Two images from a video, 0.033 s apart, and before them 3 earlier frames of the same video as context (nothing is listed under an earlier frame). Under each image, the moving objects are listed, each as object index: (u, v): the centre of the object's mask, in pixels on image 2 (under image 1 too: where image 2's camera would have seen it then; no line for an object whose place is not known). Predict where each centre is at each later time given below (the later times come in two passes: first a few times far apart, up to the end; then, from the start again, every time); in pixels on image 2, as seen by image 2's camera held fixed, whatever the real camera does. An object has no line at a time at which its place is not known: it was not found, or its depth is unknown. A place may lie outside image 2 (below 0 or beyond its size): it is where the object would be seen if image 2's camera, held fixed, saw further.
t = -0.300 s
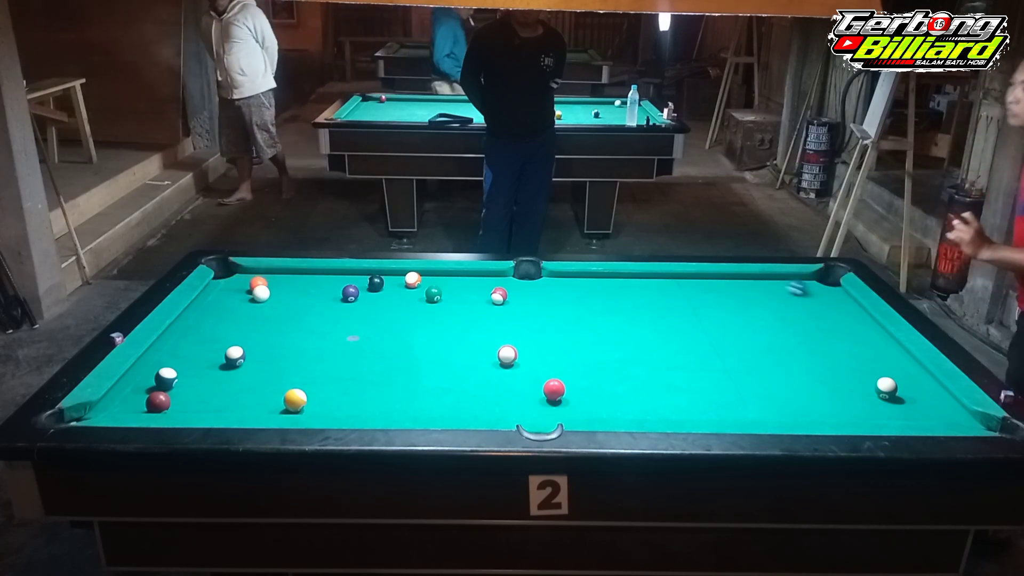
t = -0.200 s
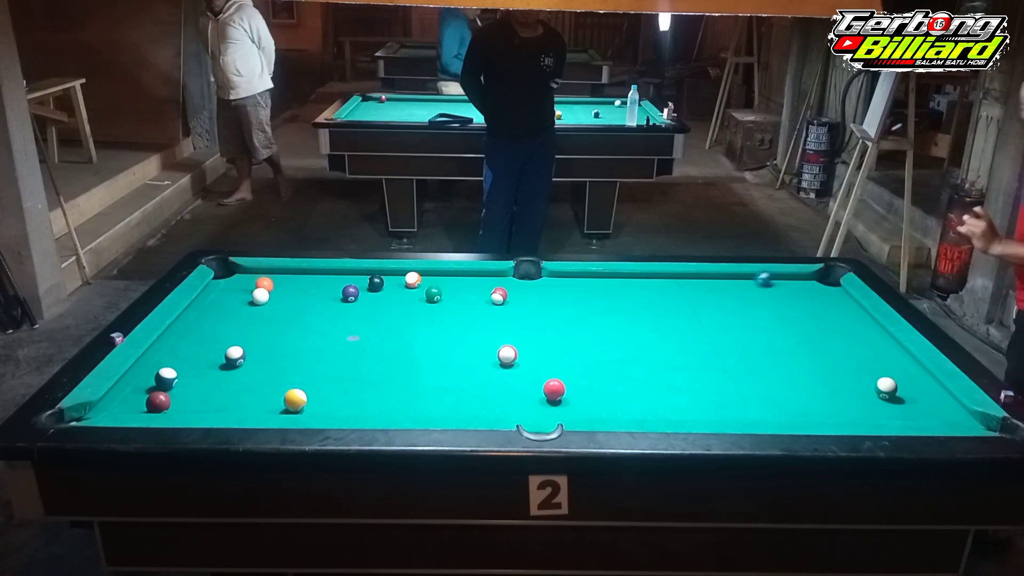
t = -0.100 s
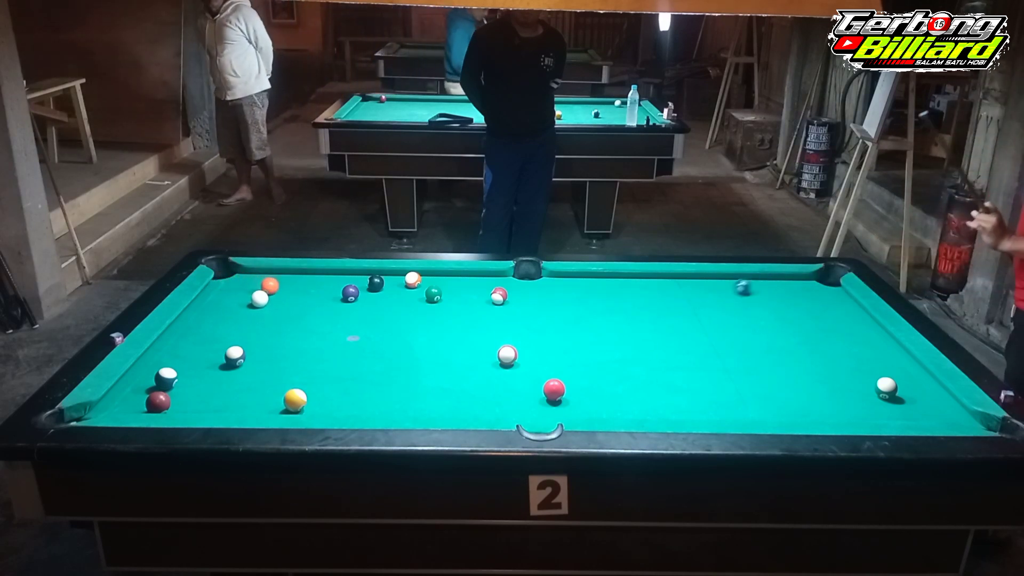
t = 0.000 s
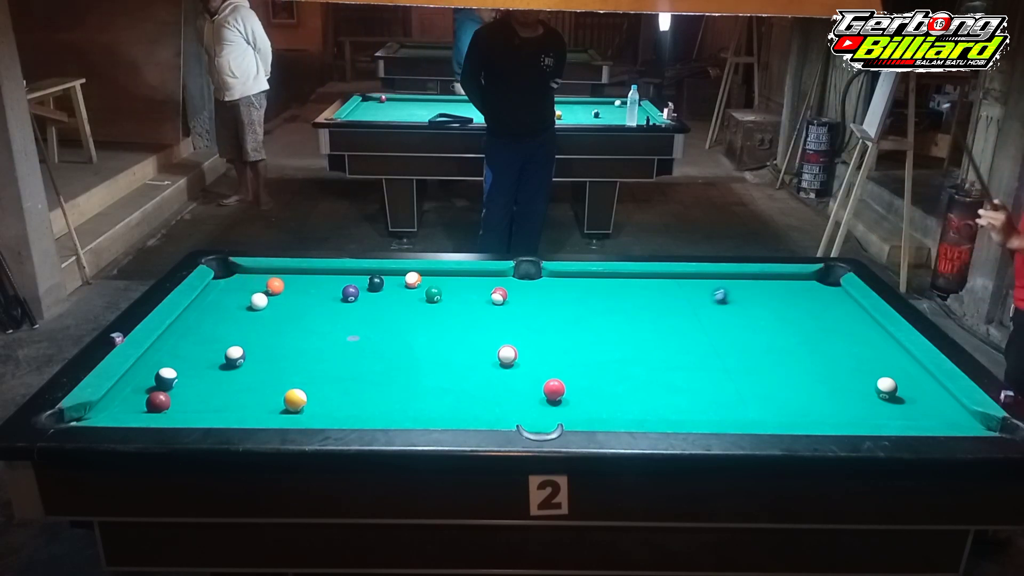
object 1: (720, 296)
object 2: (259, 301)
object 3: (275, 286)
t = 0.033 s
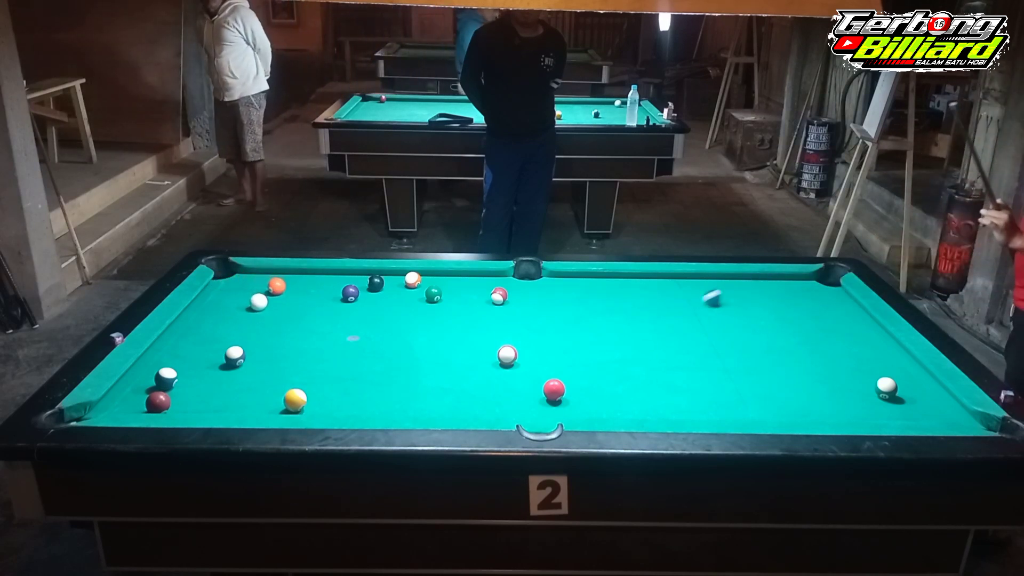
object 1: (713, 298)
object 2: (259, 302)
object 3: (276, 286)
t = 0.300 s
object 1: (648, 323)
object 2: (256, 308)
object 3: (288, 287)
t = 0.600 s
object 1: (567, 352)
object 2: (254, 313)
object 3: (297, 287)
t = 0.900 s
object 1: (474, 388)
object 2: (251, 316)
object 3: (303, 287)
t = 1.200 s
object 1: (384, 406)
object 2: (248, 318)
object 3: (305, 287)
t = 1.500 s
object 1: (343, 390)
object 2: (248, 318)
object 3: (304, 287)
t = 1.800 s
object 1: (308, 372)
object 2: (248, 318)
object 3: (305, 287)
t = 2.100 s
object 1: (279, 357)
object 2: (248, 318)
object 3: (304, 287)
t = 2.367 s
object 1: (258, 344)
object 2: (248, 318)
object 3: (304, 287)
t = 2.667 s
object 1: (235, 333)
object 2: (248, 318)
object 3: (304, 287)
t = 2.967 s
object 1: (217, 323)
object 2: (248, 318)
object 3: (305, 287)
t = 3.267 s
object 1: (201, 314)
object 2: (248, 318)
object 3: (304, 287)
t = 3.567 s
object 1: (200, 308)
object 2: (248, 318)
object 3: (305, 287)
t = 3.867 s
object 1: (217, 304)
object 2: (248, 318)
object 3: (305, 287)
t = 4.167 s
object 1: (230, 300)
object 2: (248, 318)
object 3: (305, 287)
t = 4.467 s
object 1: (239, 298)
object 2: (248, 318)
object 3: (305, 287)
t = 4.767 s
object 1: (245, 295)
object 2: (248, 318)
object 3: (305, 287)
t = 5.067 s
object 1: (247, 293)
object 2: (248, 318)
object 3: (305, 287)
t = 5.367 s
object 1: (249, 292)
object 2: (248, 318)
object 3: (305, 287)
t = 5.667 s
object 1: (249, 292)
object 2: (248, 318)
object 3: (305, 287)
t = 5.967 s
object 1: (249, 292)
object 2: (248, 318)
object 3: (305, 287)
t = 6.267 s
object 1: (249, 292)
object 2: (248, 318)
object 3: (305, 287)
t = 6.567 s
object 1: (249, 292)
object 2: (248, 318)
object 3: (305, 287)
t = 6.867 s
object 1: (249, 292)
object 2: (248, 318)
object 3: (305, 287)
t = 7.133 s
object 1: (249, 292)
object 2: (248, 318)
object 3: (305, 287)
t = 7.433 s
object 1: (249, 292)
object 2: (248, 318)
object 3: (305, 287)
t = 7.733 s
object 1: (249, 292)
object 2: (248, 318)
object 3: (305, 287)
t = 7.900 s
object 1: (249, 292)
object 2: (248, 318)
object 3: (305, 287)
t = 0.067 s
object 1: (705, 302)
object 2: (258, 303)
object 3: (278, 286)
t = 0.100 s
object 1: (697, 305)
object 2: (258, 304)
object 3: (280, 286)
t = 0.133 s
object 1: (690, 307)
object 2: (258, 304)
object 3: (281, 286)
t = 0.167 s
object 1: (681, 311)
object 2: (258, 305)
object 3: (283, 286)
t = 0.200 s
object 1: (674, 314)
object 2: (257, 306)
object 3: (284, 286)
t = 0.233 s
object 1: (665, 317)
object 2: (257, 306)
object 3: (285, 287)
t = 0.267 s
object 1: (656, 320)
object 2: (257, 307)
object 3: (287, 287)
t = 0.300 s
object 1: (648, 323)
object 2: (256, 308)
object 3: (288, 287)
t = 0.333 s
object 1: (639, 326)
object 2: (256, 308)
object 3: (289, 287)
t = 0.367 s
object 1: (631, 328)
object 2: (256, 309)
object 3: (290, 287)
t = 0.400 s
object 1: (622, 332)
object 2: (256, 310)
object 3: (291, 287)
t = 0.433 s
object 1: (614, 336)
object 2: (255, 310)
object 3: (293, 287)
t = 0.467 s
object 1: (604, 339)
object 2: (255, 311)
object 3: (294, 287)
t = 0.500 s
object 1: (594, 342)
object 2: (255, 311)
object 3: (294, 287)
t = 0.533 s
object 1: (586, 346)
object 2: (255, 312)
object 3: (295, 287)
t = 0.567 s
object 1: (576, 350)
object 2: (254, 312)
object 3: (296, 287)
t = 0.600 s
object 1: (567, 352)
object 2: (254, 313)
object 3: (297, 287)
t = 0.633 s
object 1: (557, 356)
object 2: (254, 313)
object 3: (298, 287)
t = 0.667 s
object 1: (548, 360)
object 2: (253, 314)
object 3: (299, 287)
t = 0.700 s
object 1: (537, 363)
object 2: (253, 314)
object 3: (299, 287)
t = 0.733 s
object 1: (527, 367)
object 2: (253, 314)
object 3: (300, 287)
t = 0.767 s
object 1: (517, 371)
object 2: (252, 315)
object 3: (301, 287)
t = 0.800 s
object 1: (507, 374)
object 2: (252, 315)
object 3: (301, 287)
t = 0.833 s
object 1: (496, 379)
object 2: (251, 316)
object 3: (302, 287)
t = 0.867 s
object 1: (484, 383)
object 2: (251, 316)
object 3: (302, 287)
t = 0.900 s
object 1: (474, 388)
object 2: (251, 316)
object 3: (303, 287)
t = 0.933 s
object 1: (463, 392)
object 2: (251, 316)
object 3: (303, 287)
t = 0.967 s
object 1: (451, 396)
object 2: (250, 317)
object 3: (303, 287)
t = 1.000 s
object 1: (439, 401)
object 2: (250, 317)
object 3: (304, 287)
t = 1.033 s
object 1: (428, 403)
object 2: (249, 317)
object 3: (304, 287)
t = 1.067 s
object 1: (416, 406)
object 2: (249, 317)
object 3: (304, 287)
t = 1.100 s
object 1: (403, 408)
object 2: (249, 317)
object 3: (304, 287)
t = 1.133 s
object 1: (394, 408)
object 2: (249, 318)
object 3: (304, 287)
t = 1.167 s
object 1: (389, 407)
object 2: (248, 318)
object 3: (304, 287)
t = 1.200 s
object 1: (384, 406)
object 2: (248, 318)
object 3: (305, 287)
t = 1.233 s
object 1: (379, 405)
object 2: (248, 318)
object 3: (305, 287)
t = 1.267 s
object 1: (374, 404)
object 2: (248, 318)
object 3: (305, 287)
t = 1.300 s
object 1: (369, 403)
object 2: (248, 318)
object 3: (305, 287)
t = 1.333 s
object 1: (365, 401)
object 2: (247, 318)
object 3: (305, 287)
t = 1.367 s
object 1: (360, 399)
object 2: (247, 318)
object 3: (305, 287)
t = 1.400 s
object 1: (355, 396)
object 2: (247, 318)
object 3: (304, 287)
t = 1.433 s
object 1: (351, 393)
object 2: (247, 318)
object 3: (305, 287)
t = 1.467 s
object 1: (347, 391)
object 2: (247, 318)
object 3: (304, 287)
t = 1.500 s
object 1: (343, 390)
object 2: (248, 318)
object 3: (304, 287)
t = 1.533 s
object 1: (339, 388)
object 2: (248, 318)
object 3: (305, 287)
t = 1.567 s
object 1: (335, 386)
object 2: (248, 318)
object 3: (305, 287)
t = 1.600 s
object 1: (331, 384)
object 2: (248, 318)
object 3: (305, 287)
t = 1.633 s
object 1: (327, 382)
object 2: (248, 318)
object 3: (305, 287)
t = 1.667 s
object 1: (323, 380)
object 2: (248, 318)
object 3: (304, 287)
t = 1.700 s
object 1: (319, 377)
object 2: (248, 318)
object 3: (304, 287)
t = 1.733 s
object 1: (315, 376)
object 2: (248, 318)
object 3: (304, 287)
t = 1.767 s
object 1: (312, 373)
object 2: (248, 318)
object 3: (304, 287)
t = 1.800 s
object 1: (308, 372)
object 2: (248, 318)
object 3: (305, 287)
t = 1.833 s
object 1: (305, 370)
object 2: (248, 318)
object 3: (305, 287)
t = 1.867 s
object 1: (302, 368)
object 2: (248, 318)
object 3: (305, 287)
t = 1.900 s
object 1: (298, 367)
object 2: (248, 318)
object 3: (305, 287)
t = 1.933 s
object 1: (295, 365)
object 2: (248, 318)
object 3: (305, 287)
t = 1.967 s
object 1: (291, 363)
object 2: (248, 318)
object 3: (304, 287)
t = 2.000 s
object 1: (288, 362)
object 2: (248, 318)
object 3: (304, 287)
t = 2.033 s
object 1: (285, 360)
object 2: (248, 318)
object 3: (305, 287)
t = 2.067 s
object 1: (282, 359)
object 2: (248, 318)
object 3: (304, 287)
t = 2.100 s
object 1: (279, 357)
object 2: (248, 318)
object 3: (304, 287)
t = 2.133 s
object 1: (276, 355)
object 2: (248, 318)
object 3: (304, 287)
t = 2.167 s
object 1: (273, 354)
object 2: (248, 318)
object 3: (305, 287)
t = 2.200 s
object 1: (270, 352)
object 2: (248, 318)
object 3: (305, 287)
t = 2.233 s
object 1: (268, 351)
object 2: (248, 318)
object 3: (305, 287)
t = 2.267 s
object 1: (265, 349)
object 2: (248, 318)
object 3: (305, 287)
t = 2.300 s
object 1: (263, 348)
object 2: (248, 318)
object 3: (305, 287)
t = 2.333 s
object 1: (260, 346)
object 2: (248, 318)
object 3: (305, 287)
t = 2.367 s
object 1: (258, 344)
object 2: (248, 318)
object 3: (304, 287)
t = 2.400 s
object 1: (255, 343)
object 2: (248, 318)
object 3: (305, 287)
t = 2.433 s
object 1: (252, 342)
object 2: (248, 318)
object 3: (304, 287)
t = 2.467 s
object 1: (250, 340)
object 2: (248, 318)
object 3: (305, 287)
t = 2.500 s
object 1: (247, 339)
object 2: (248, 318)
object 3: (305, 287)
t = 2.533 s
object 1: (245, 337)
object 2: (248, 318)
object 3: (305, 287)
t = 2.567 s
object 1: (242, 336)
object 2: (248, 318)
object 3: (305, 287)
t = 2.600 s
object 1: (240, 335)
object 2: (248, 318)
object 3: (305, 287)
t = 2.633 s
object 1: (238, 334)
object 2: (248, 318)
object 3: (305, 287)
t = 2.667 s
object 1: (235, 333)
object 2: (248, 318)
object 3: (304, 287)
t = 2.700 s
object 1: (233, 332)
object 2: (248, 318)
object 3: (304, 287)
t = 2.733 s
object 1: (231, 331)
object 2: (248, 318)
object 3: (305, 287)
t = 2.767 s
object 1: (229, 329)
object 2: (248, 318)
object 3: (305, 287)
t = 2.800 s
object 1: (227, 328)
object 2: (248, 318)
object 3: (305, 287)
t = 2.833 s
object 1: (225, 327)
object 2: (248, 318)
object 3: (305, 287)
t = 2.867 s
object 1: (223, 326)
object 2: (248, 318)
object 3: (305, 287)
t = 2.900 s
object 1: (221, 325)
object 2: (248, 318)
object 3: (305, 287)
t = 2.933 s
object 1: (219, 324)
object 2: (248, 318)
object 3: (305, 287)
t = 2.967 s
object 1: (217, 323)
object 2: (248, 318)
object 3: (305, 287)
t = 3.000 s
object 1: (215, 322)
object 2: (248, 318)
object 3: (304, 287)
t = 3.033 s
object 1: (213, 321)
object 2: (248, 318)
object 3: (305, 287)
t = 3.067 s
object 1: (211, 320)
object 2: (248, 318)
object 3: (305, 287)
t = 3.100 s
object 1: (209, 319)
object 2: (248, 318)
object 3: (305, 287)
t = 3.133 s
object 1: (207, 318)
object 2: (248, 318)
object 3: (305, 287)
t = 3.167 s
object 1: (206, 317)
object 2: (248, 318)
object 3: (305, 287)
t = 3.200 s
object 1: (204, 316)
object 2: (248, 318)
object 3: (305, 287)
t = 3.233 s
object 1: (202, 315)
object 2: (248, 318)
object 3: (305, 287)
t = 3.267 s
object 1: (201, 314)
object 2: (248, 318)
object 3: (304, 287)
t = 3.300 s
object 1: (199, 313)
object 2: (248, 318)
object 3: (304, 287)
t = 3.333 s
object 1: (198, 312)
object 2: (248, 318)
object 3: (305, 287)
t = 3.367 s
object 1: (196, 311)
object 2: (248, 318)
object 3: (305, 287)
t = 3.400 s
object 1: (194, 311)
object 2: (248, 318)
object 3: (305, 287)
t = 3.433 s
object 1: (193, 310)
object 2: (248, 318)
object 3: (305, 287)
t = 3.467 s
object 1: (194, 309)
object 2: (248, 318)
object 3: (305, 287)
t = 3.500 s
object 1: (196, 309)
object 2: (248, 318)
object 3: (305, 287)
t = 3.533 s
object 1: (198, 308)
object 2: (248, 318)
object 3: (305, 287)
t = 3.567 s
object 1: (200, 308)
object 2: (248, 318)
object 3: (305, 287)
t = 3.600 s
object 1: (202, 307)
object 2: (248, 318)
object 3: (305, 287)
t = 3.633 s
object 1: (204, 307)
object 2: (248, 318)
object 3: (305, 287)
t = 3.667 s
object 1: (206, 306)
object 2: (248, 318)
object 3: (305, 287)
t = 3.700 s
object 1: (208, 306)
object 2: (248, 318)
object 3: (305, 287)
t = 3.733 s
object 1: (210, 306)
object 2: (248, 318)
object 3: (305, 287)
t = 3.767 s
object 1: (212, 305)
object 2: (248, 318)
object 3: (305, 287)
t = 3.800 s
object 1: (214, 305)
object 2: (248, 318)
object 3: (305, 287)
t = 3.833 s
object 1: (215, 305)
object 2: (248, 318)
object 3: (305, 287)
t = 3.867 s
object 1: (217, 304)
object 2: (248, 318)
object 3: (305, 287)
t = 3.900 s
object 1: (219, 303)
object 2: (248, 318)
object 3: (305, 287)
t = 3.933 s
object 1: (220, 303)
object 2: (248, 318)
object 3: (305, 287)
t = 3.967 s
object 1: (222, 303)
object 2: (248, 318)
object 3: (305, 287)
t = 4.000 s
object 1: (223, 302)
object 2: (248, 318)
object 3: (305, 287)
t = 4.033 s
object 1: (224, 302)
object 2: (248, 318)
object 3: (305, 287)
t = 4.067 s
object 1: (226, 301)
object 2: (248, 318)
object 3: (305, 287)
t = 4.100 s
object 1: (227, 301)
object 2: (248, 318)
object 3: (305, 287)
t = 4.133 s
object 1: (228, 301)
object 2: (248, 318)
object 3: (305, 287)
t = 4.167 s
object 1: (230, 300)
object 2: (248, 318)
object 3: (305, 287)
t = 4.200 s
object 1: (231, 300)
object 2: (248, 318)
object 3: (305, 287)
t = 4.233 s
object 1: (232, 299)
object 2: (248, 318)
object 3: (305, 287)
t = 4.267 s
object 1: (233, 299)
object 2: (248, 318)
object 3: (305, 287)
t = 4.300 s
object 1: (234, 299)
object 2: (248, 318)
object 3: (305, 287)
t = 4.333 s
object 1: (236, 298)
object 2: (248, 318)
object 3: (305, 287)
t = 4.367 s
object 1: (237, 298)
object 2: (248, 318)
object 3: (305, 287)
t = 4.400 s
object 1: (238, 298)
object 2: (248, 318)
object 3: (305, 287)
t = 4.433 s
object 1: (238, 298)
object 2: (248, 318)
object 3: (305, 287)
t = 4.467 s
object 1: (239, 298)
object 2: (248, 318)
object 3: (305, 287)
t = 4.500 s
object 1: (240, 297)
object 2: (248, 318)
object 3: (305, 287)
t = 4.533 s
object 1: (241, 297)
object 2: (248, 318)
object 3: (305, 287)
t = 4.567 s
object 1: (242, 297)
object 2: (248, 318)
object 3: (305, 287)
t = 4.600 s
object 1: (243, 296)
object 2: (248, 318)
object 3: (305, 287)
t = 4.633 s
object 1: (243, 296)
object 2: (248, 318)
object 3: (305, 287)
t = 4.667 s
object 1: (244, 295)
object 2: (248, 318)
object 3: (305, 287)
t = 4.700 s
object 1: (244, 295)
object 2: (248, 318)
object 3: (305, 287)
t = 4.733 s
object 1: (245, 295)
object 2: (248, 318)
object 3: (305, 287)
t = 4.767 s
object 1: (245, 295)
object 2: (248, 318)
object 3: (305, 287)
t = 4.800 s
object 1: (245, 295)
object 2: (248, 318)
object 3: (305, 287)
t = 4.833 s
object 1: (246, 294)
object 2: (248, 318)
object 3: (305, 287)
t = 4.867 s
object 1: (246, 294)
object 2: (248, 318)
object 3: (305, 287)
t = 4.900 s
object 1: (246, 294)
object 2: (248, 318)
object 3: (305, 287)
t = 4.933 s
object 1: (246, 294)
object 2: (248, 318)
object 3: (305, 287)
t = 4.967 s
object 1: (247, 294)
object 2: (248, 318)
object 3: (305, 287)
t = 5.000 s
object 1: (247, 294)
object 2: (248, 318)
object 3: (305, 287)
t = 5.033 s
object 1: (247, 293)
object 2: (248, 318)
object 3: (305, 287)
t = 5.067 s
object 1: (247, 293)
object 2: (248, 318)
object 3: (305, 287)
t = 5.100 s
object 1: (247, 293)
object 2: (248, 318)
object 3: (305, 287)
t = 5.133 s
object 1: (248, 293)
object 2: (248, 318)
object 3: (305, 287)
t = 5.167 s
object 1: (248, 293)
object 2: (248, 318)
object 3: (305, 287)
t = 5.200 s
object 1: (248, 292)
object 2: (248, 318)
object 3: (305, 287)
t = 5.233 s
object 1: (248, 292)
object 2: (248, 318)
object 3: (305, 287)
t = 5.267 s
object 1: (248, 292)
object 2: (248, 318)
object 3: (305, 287)
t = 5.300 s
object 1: (248, 292)
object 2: (248, 318)
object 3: (305, 287)
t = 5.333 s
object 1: (248, 292)
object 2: (248, 318)
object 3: (305, 287)
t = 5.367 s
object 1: (249, 292)
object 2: (248, 318)
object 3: (305, 287)
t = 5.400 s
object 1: (249, 292)
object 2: (248, 318)
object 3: (305, 287)
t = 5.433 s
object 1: (249, 292)
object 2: (248, 318)
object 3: (305, 287)
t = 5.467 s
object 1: (249, 292)
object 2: (248, 318)
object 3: (305, 287)
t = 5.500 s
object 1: (249, 292)
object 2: (248, 318)
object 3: (305, 287)
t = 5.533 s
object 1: (249, 292)
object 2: (248, 318)
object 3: (305, 287)
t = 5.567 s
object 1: (249, 292)
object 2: (248, 318)
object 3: (305, 287)
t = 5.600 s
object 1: (249, 292)
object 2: (248, 318)
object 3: (305, 287)
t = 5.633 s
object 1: (249, 292)
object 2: (248, 318)
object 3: (305, 287)
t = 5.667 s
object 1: (249, 292)
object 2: (248, 318)
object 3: (305, 287)
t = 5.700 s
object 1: (249, 292)
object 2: (248, 318)
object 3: (305, 287)
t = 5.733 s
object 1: (249, 292)
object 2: (248, 318)
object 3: (305, 287)
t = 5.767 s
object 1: (249, 292)
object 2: (248, 318)
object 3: (305, 287)
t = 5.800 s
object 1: (249, 292)
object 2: (248, 318)
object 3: (305, 287)
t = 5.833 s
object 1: (249, 292)
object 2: (248, 318)
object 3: (305, 287)
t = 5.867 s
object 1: (249, 292)
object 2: (248, 318)
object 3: (305, 287)
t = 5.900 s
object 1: (249, 292)
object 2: (248, 318)
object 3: (305, 287)
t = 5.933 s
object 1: (249, 292)
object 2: (248, 318)
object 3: (305, 287)
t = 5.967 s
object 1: (249, 292)
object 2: (248, 318)
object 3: (305, 287)
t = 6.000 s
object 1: (249, 292)
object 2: (248, 319)
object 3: (305, 287)
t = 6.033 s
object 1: (249, 292)
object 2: (248, 318)
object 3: (305, 287)
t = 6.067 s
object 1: (249, 292)
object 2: (248, 318)
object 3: (305, 287)
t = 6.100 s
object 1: (249, 292)
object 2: (248, 318)
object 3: (305, 287)
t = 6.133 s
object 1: (249, 292)
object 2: (248, 318)
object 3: (305, 287)
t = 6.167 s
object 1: (249, 292)
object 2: (248, 318)
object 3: (305, 287)
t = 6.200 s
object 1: (249, 292)
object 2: (248, 318)
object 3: (305, 287)
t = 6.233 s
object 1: (249, 292)
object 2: (248, 318)
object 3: (305, 287)
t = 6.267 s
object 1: (249, 292)
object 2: (248, 318)
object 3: (305, 287)
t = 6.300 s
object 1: (249, 292)
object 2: (248, 318)
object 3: (305, 287)
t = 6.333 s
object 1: (249, 292)
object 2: (248, 318)
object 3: (305, 287)
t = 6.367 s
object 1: (249, 292)
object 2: (248, 318)
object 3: (305, 287)
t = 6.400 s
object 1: (249, 292)
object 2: (248, 318)
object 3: (305, 287)
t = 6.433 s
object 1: (249, 292)
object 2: (248, 318)
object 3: (305, 287)
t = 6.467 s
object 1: (249, 292)
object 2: (248, 318)
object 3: (305, 287)
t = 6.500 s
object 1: (249, 292)
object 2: (248, 318)
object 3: (305, 287)
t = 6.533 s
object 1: (249, 292)
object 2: (248, 318)
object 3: (305, 287)
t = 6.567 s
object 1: (249, 292)
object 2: (248, 318)
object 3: (305, 287)
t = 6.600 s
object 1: (249, 292)
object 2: (248, 318)
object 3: (305, 287)
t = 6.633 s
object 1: (249, 292)
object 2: (248, 318)
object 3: (305, 287)
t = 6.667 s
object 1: (249, 292)
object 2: (248, 318)
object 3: (305, 287)
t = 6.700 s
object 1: (249, 292)
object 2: (248, 318)
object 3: (305, 287)
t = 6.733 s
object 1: (249, 292)
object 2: (248, 318)
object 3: (305, 287)
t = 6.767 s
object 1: (249, 292)
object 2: (248, 318)
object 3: (305, 287)
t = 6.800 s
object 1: (249, 292)
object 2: (248, 318)
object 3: (305, 287)
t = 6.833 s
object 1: (249, 292)
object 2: (248, 318)
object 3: (305, 287)
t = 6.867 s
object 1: (249, 292)
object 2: (248, 318)
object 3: (305, 287)
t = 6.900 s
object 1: (249, 292)
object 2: (248, 318)
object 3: (305, 287)
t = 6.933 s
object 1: (249, 292)
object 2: (248, 318)
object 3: (305, 287)
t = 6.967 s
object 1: (249, 292)
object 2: (248, 318)
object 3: (305, 287)
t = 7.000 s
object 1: (249, 292)
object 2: (248, 318)
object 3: (305, 287)
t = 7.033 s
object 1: (249, 292)
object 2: (248, 318)
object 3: (305, 287)
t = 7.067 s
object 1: (249, 292)
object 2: (248, 318)
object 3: (305, 287)
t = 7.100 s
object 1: (249, 292)
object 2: (248, 318)
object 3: (305, 287)
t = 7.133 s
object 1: (249, 292)
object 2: (248, 318)
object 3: (305, 287)
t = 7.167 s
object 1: (249, 292)
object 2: (248, 318)
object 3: (305, 287)
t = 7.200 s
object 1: (249, 292)
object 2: (248, 318)
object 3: (305, 287)
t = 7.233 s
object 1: (249, 292)
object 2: (248, 318)
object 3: (305, 287)
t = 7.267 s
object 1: (249, 292)
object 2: (248, 318)
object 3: (305, 287)
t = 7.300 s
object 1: (249, 292)
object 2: (248, 318)
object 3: (305, 287)
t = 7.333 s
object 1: (249, 292)
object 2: (248, 318)
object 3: (305, 287)
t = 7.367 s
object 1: (249, 292)
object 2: (248, 318)
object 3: (305, 287)
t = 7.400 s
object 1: (249, 292)
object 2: (248, 319)
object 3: (305, 287)
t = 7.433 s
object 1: (249, 292)
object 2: (248, 318)
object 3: (305, 287)
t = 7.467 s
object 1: (250, 291)
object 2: (248, 318)
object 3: (305, 287)
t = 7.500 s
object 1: (249, 286)
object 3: (305, 287)
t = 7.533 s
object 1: (249, 292)
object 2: (248, 318)
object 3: (305, 287)
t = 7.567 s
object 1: (249, 292)
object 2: (248, 318)
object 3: (305, 287)
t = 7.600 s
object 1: (249, 292)
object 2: (248, 318)
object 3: (305, 287)
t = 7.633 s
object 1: (249, 292)
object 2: (248, 318)
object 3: (305, 287)
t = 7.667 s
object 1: (249, 292)
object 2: (248, 318)
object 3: (305, 287)
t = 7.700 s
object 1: (249, 292)
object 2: (248, 318)
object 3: (305, 287)
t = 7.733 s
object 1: (249, 292)
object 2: (248, 318)
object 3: (305, 287)
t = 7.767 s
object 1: (249, 292)
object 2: (248, 318)
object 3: (305, 287)
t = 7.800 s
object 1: (249, 292)
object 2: (248, 318)
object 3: (304, 287)
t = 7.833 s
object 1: (249, 292)
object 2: (248, 318)
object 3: (305, 287)
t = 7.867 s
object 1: (249, 292)
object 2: (248, 318)
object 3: (305, 287)
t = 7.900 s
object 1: (249, 292)
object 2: (248, 318)
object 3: (305, 287)
